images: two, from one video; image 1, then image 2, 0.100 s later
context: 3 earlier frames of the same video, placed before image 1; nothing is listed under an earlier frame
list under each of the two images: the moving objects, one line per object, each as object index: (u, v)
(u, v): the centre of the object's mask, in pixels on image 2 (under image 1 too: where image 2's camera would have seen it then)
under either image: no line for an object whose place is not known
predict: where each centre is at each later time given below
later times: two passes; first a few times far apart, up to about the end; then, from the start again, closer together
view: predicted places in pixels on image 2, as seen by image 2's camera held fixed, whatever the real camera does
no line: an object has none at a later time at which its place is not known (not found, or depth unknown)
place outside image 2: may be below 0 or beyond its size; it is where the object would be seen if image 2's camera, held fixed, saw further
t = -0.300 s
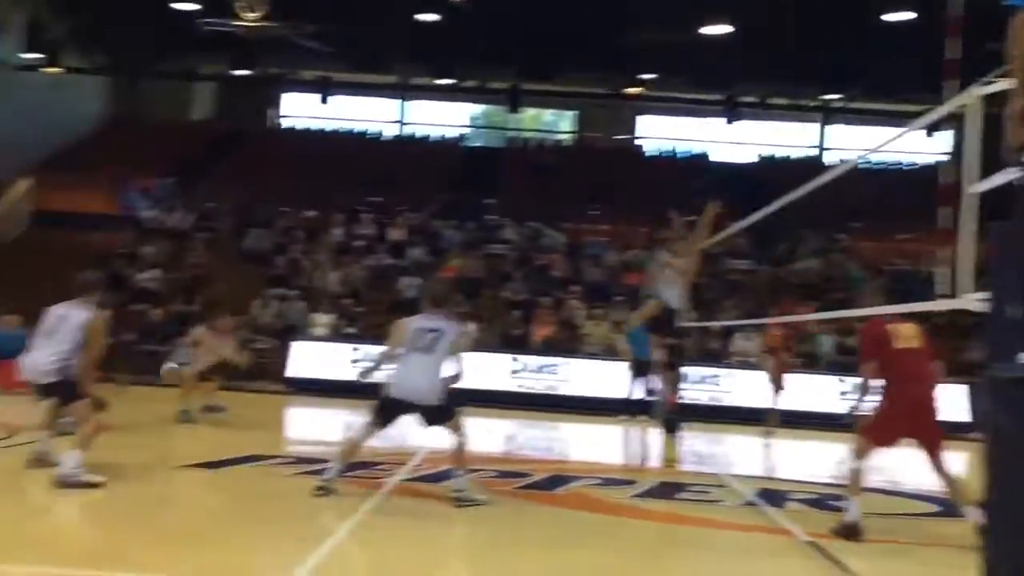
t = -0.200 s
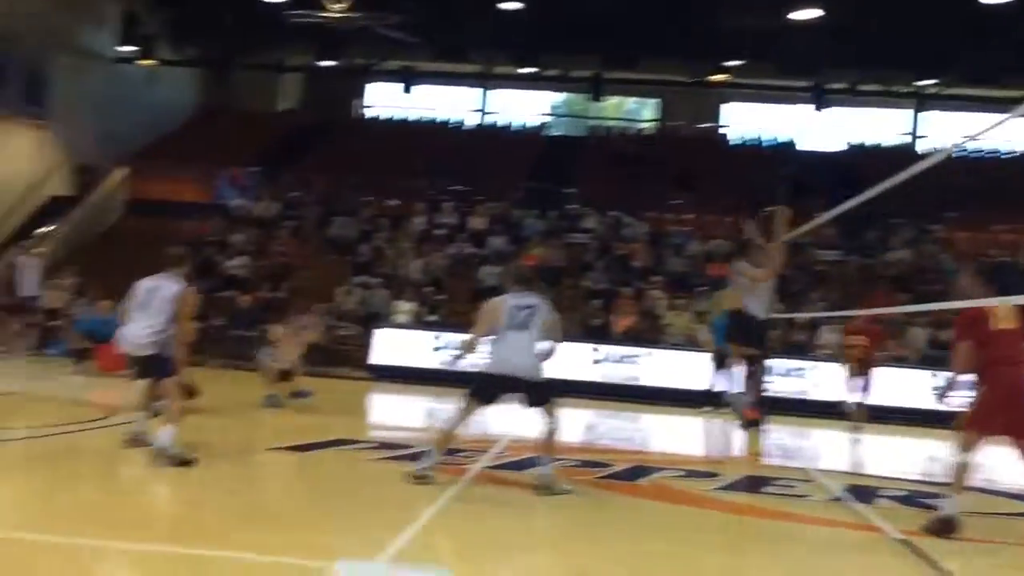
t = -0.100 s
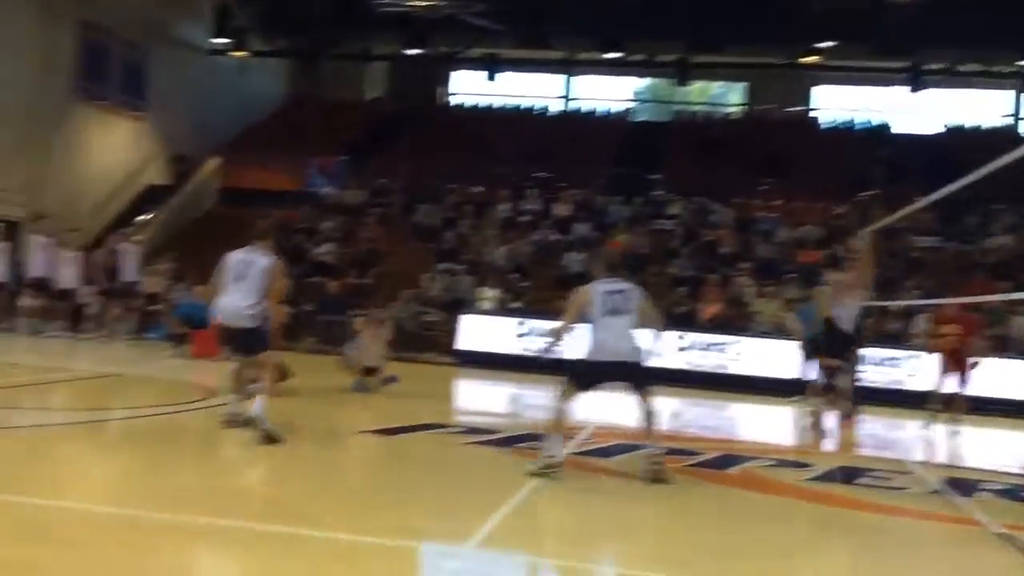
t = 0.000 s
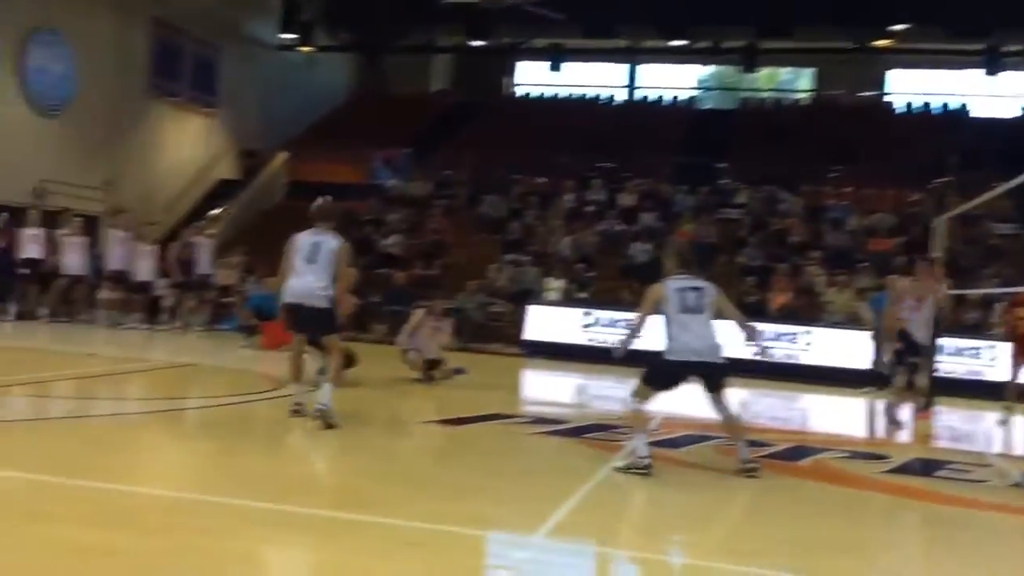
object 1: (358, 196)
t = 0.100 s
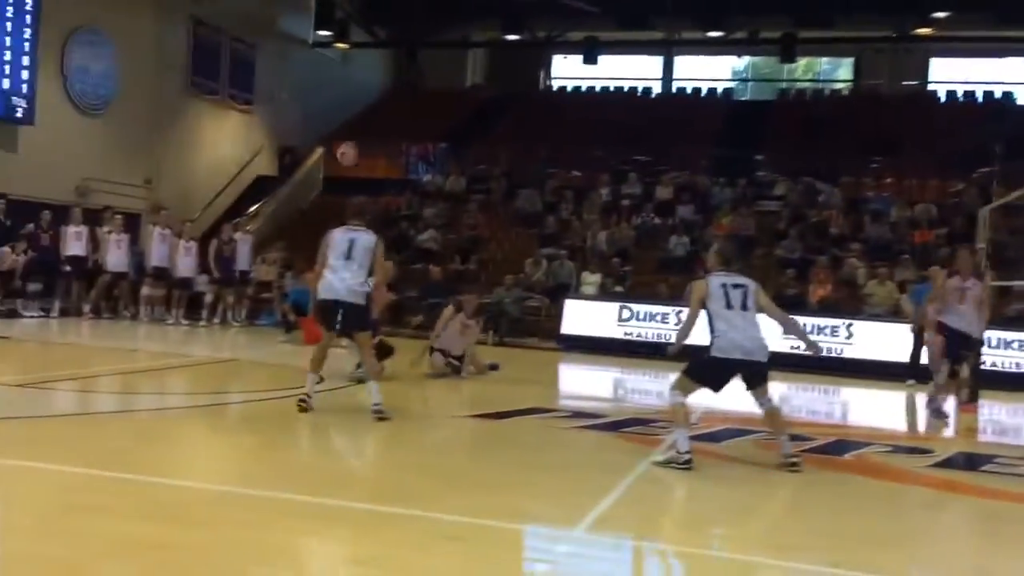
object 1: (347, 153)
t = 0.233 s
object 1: (327, 100)
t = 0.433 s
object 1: (289, 45)
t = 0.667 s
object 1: (234, 35)
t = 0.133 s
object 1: (342, 140)
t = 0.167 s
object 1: (337, 124)
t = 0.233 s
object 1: (327, 100)
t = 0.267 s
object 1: (321, 88)
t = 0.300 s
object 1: (316, 77)
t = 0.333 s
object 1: (309, 68)
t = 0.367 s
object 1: (303, 59)
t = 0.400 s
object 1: (295, 52)
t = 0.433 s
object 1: (289, 45)
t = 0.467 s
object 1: (281, 40)
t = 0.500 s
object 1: (275, 36)
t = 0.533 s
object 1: (267, 33)
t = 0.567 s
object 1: (259, 32)
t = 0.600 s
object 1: (251, 31)
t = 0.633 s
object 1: (242, 33)
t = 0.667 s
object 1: (234, 35)
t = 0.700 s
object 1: (225, 41)
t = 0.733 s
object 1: (217, 46)
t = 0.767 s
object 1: (208, 54)
